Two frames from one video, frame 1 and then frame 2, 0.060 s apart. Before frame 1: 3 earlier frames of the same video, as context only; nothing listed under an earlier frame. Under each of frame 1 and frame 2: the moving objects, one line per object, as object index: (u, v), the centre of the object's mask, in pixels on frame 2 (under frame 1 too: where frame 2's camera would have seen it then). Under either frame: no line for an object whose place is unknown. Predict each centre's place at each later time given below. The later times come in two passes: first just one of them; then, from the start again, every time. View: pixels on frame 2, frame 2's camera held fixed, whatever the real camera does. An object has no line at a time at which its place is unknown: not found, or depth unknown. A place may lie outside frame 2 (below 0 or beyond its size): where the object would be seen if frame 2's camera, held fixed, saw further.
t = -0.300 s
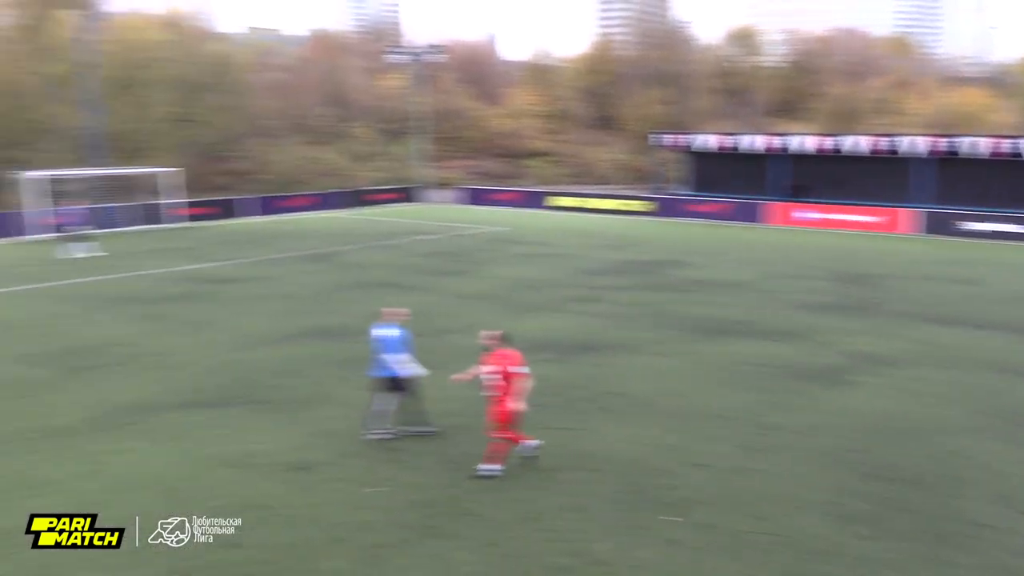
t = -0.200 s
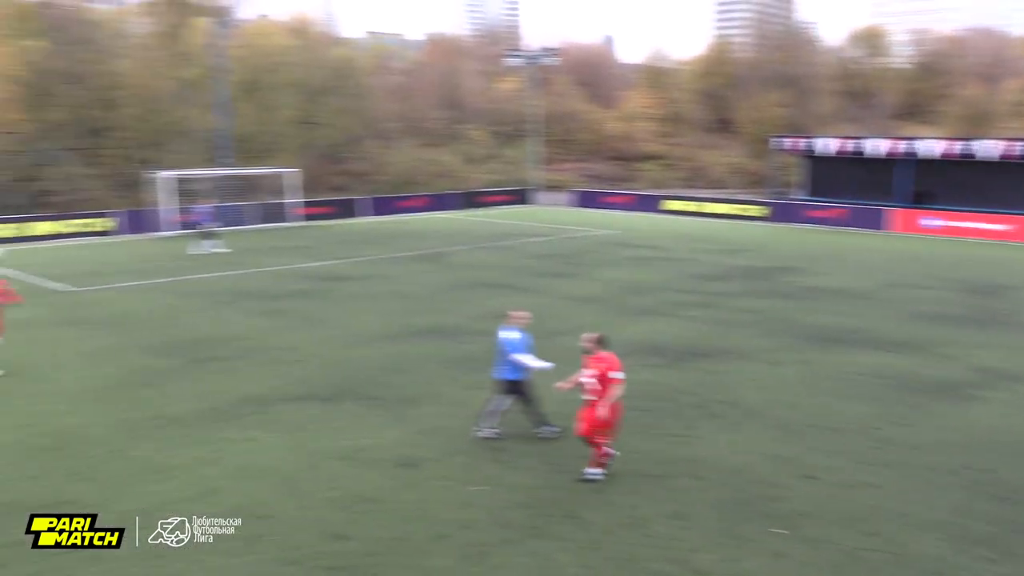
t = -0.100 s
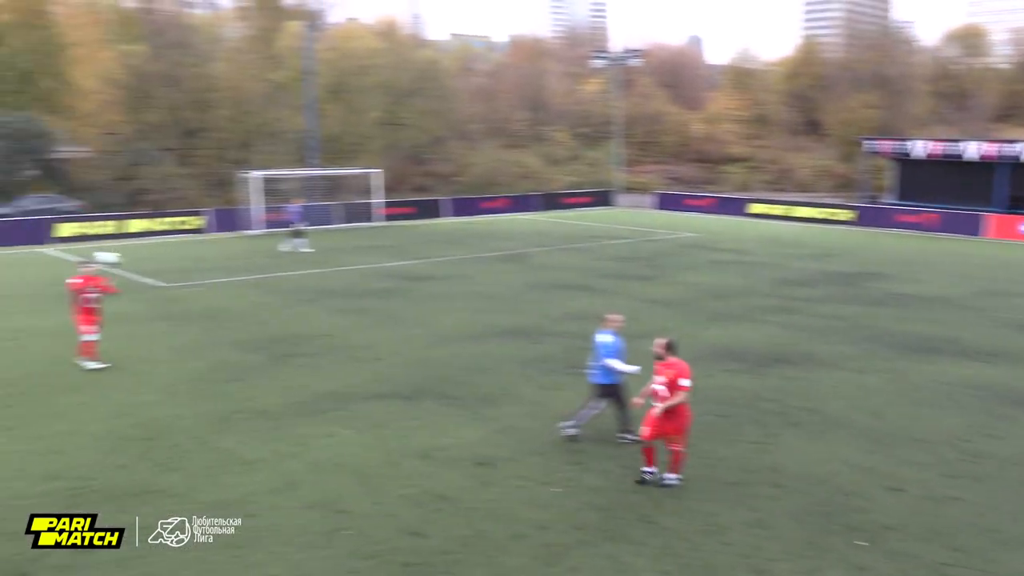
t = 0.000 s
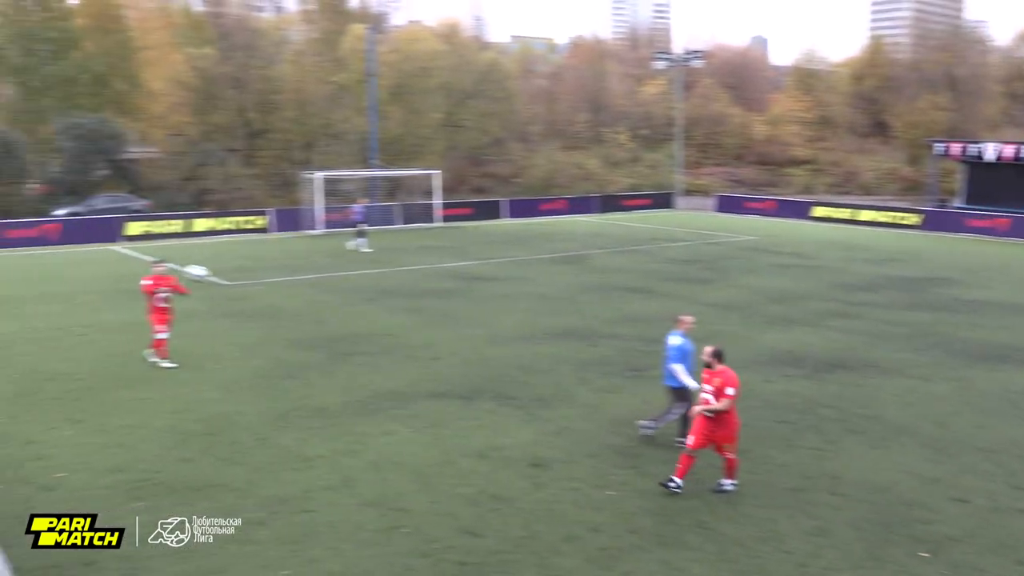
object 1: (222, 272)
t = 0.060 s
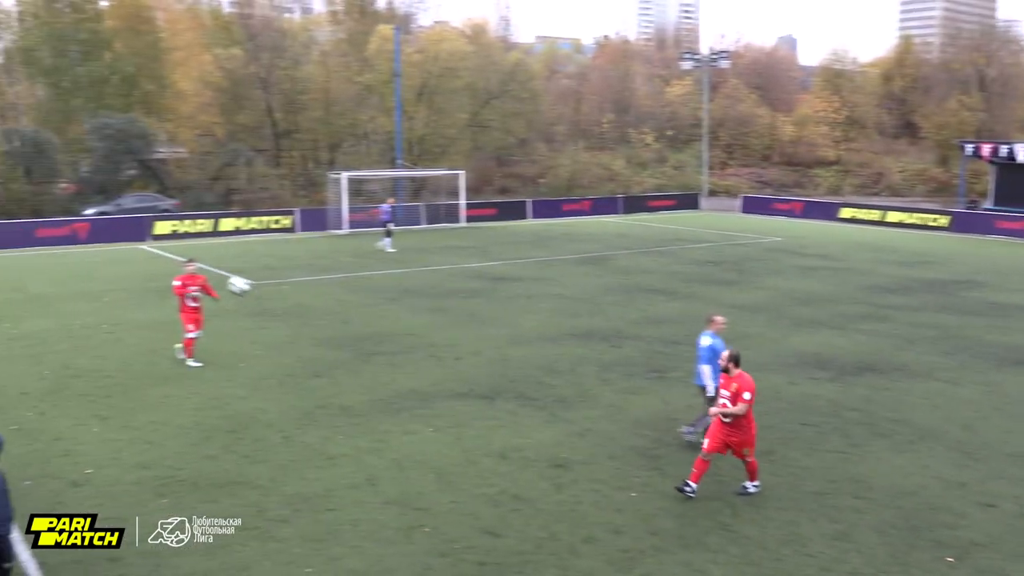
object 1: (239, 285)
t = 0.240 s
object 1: (293, 350)
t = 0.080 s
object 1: (244, 291)
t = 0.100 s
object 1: (250, 297)
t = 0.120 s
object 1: (255, 302)
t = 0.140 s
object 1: (261, 308)
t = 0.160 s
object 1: (268, 316)
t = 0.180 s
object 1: (274, 324)
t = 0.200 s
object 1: (280, 332)
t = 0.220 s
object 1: (286, 340)
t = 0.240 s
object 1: (293, 350)
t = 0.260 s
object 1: (300, 360)
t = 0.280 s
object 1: (306, 370)
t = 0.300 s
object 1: (314, 382)
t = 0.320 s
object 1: (321, 394)
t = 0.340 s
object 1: (328, 405)
